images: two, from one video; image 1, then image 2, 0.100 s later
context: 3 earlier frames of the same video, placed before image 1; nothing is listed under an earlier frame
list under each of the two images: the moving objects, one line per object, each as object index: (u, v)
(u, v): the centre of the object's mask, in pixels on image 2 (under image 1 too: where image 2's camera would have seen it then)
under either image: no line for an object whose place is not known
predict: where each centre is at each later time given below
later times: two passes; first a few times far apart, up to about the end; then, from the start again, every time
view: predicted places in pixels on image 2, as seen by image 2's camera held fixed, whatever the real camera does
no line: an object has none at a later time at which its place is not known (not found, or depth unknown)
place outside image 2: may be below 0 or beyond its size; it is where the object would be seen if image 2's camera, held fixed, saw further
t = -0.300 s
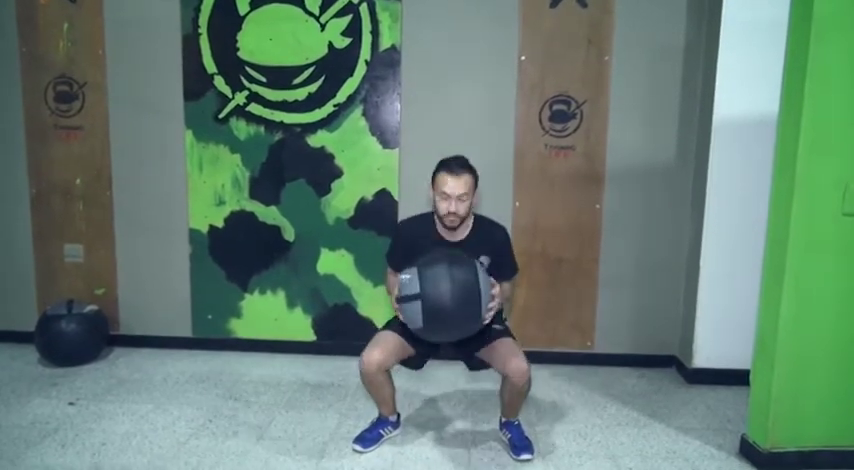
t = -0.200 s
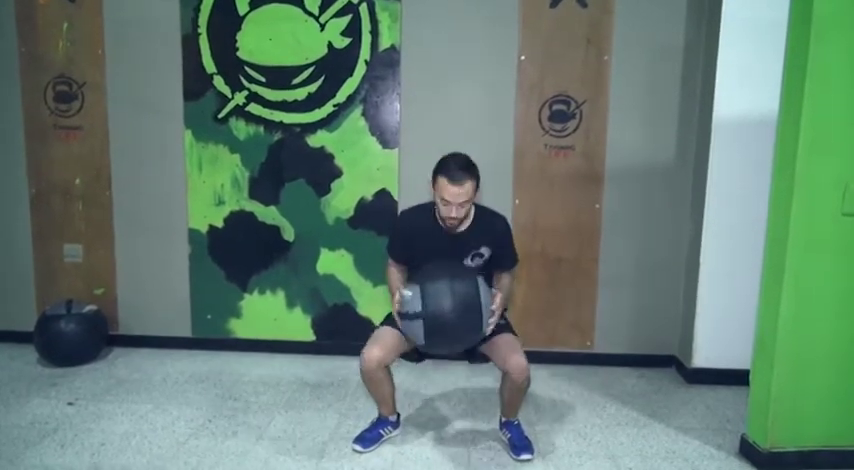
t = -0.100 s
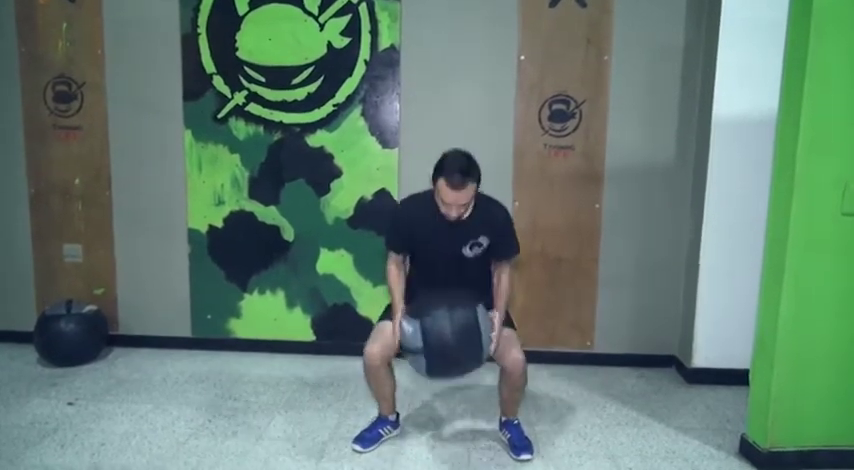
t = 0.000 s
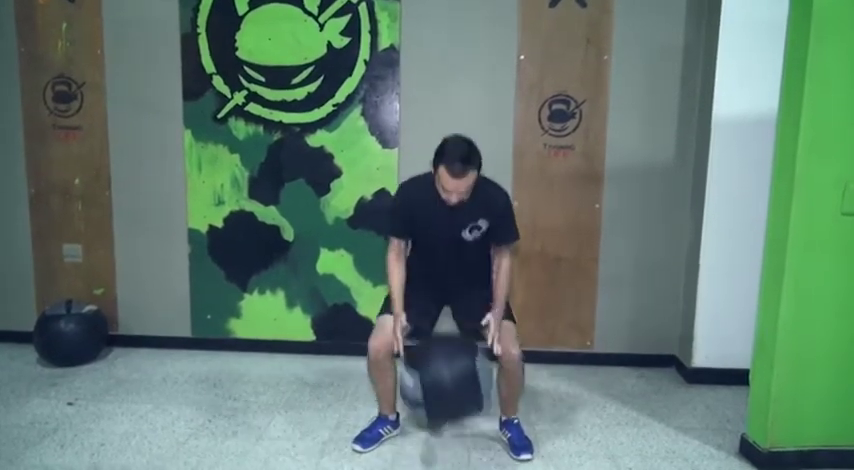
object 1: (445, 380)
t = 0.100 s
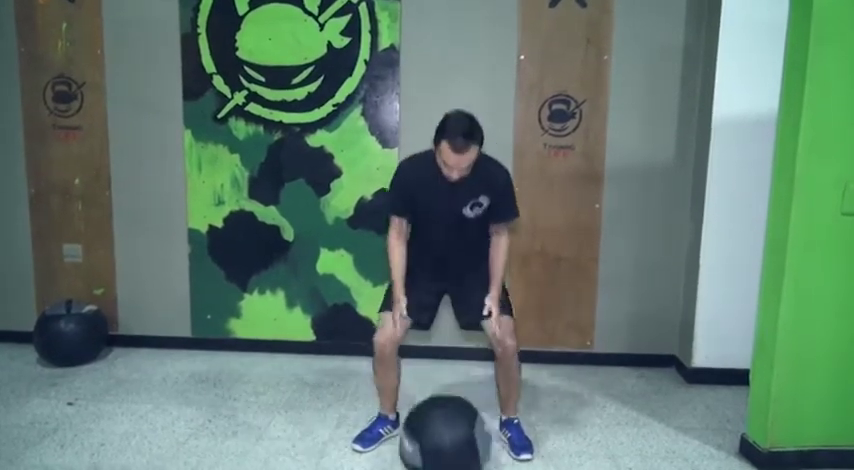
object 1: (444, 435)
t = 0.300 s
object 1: (469, 406)
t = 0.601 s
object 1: (490, 429)
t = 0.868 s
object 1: (483, 434)
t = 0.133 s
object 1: (448, 430)
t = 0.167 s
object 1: (452, 423)
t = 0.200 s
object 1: (455, 415)
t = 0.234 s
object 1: (461, 409)
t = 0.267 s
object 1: (465, 407)
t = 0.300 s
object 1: (469, 406)
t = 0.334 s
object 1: (474, 409)
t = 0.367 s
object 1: (477, 414)
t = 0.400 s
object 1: (482, 422)
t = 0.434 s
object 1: (484, 429)
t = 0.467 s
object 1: (487, 431)
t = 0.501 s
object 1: (488, 429)
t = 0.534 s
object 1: (489, 427)
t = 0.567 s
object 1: (490, 427)
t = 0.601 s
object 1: (490, 429)
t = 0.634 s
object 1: (490, 432)
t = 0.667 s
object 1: (490, 433)
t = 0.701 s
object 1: (490, 432)
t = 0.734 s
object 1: (489, 432)
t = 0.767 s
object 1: (487, 433)
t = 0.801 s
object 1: (486, 434)
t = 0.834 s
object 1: (484, 434)
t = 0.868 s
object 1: (483, 434)
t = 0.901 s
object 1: (481, 434)
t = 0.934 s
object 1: (480, 434)
